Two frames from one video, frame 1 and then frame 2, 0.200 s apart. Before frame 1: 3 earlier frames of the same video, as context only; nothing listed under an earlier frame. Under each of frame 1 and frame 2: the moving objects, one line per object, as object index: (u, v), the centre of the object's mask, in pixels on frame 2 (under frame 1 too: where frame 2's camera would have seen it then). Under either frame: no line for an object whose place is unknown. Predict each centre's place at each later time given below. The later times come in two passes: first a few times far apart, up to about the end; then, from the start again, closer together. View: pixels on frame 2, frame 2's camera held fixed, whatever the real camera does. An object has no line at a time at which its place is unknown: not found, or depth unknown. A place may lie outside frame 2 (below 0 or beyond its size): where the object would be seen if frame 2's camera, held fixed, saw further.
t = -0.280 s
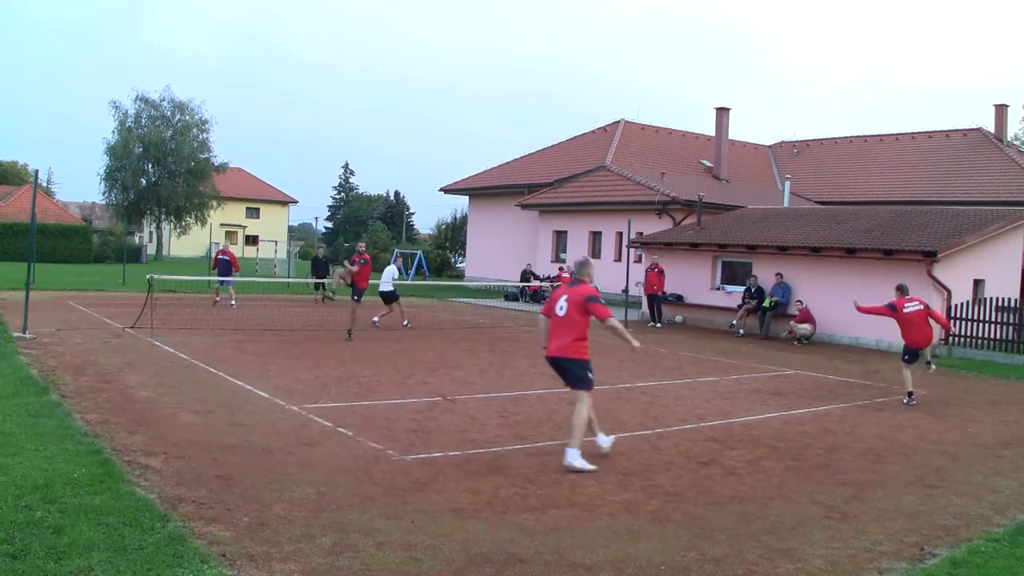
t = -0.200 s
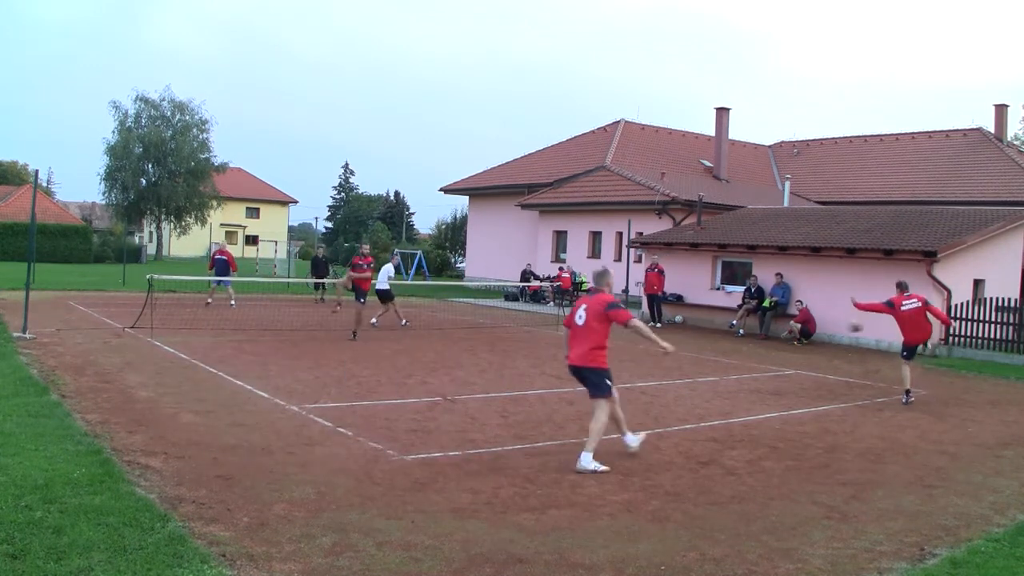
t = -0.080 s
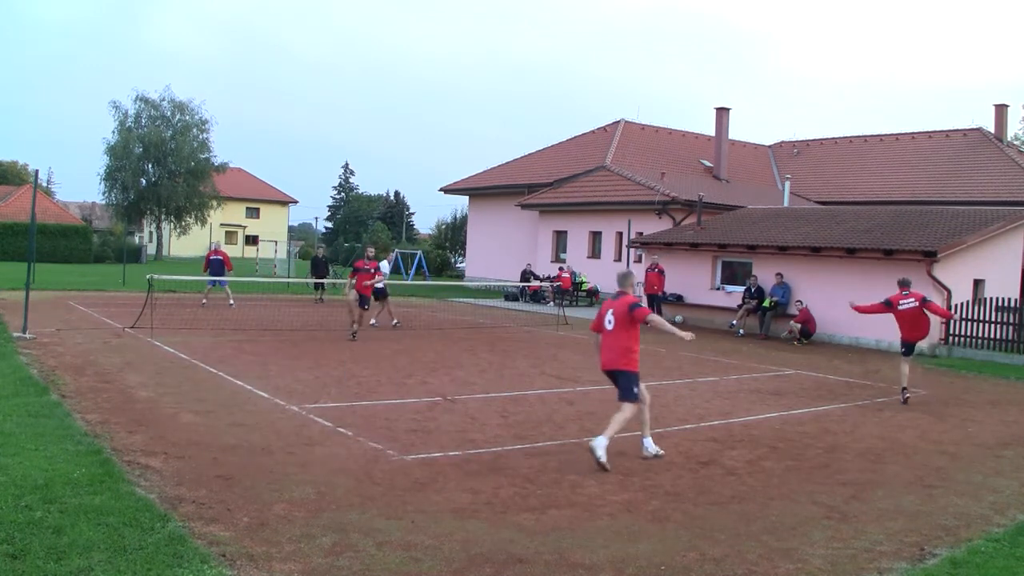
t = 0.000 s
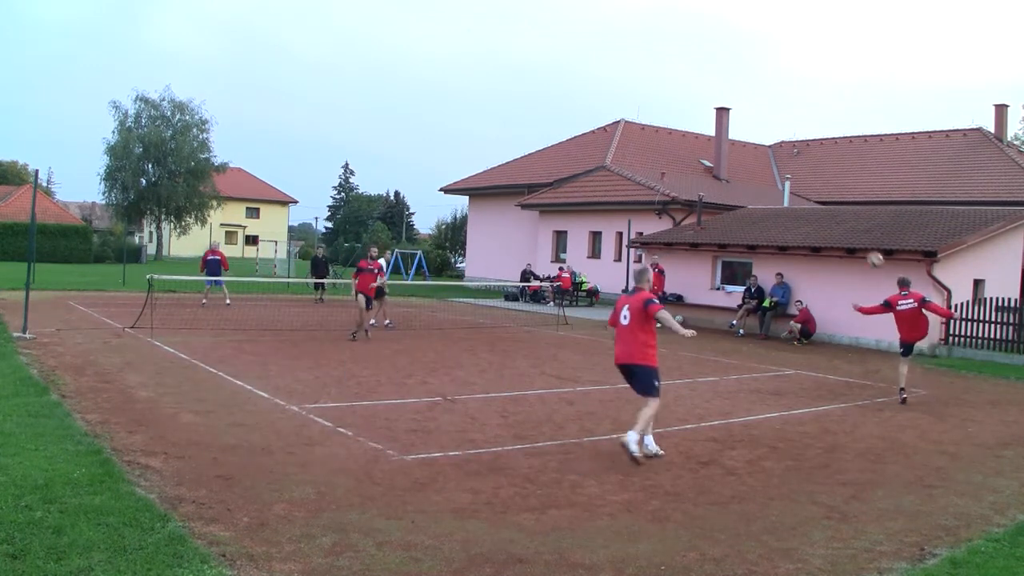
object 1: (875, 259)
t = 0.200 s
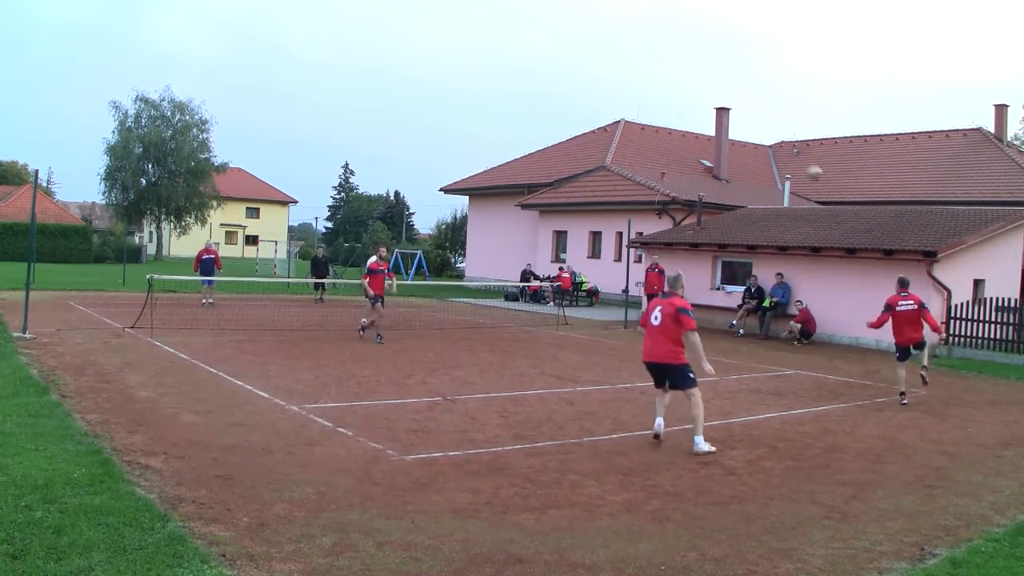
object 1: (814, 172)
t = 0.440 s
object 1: (742, 105)
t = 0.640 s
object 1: (684, 77)
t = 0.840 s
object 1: (627, 75)
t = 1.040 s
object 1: (569, 98)
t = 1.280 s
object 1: (499, 158)
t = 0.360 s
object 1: (766, 123)
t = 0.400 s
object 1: (754, 114)
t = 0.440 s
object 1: (742, 105)
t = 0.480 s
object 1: (730, 97)
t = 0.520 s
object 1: (719, 91)
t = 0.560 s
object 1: (707, 85)
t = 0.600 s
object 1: (696, 81)
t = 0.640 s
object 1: (684, 77)
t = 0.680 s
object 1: (673, 75)
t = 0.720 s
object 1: (661, 73)
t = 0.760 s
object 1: (649, 73)
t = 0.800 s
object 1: (638, 73)
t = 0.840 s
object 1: (627, 75)
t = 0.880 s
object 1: (615, 78)
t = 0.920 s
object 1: (604, 81)
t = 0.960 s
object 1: (592, 86)
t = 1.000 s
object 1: (581, 91)
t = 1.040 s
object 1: (569, 98)
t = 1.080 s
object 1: (557, 105)
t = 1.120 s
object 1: (546, 114)
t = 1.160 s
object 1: (535, 123)
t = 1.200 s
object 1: (523, 134)
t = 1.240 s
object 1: (511, 145)
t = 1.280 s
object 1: (499, 158)
